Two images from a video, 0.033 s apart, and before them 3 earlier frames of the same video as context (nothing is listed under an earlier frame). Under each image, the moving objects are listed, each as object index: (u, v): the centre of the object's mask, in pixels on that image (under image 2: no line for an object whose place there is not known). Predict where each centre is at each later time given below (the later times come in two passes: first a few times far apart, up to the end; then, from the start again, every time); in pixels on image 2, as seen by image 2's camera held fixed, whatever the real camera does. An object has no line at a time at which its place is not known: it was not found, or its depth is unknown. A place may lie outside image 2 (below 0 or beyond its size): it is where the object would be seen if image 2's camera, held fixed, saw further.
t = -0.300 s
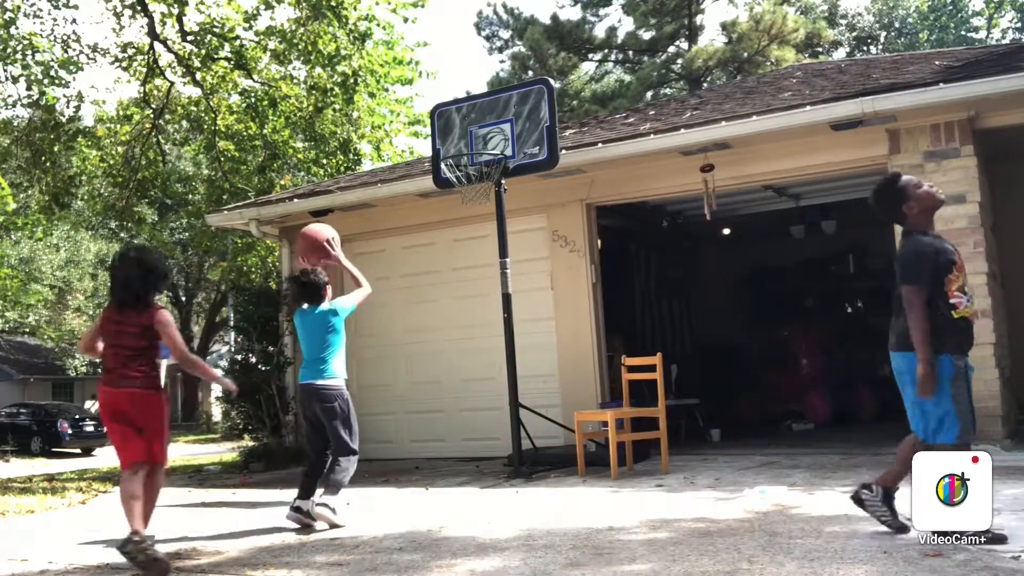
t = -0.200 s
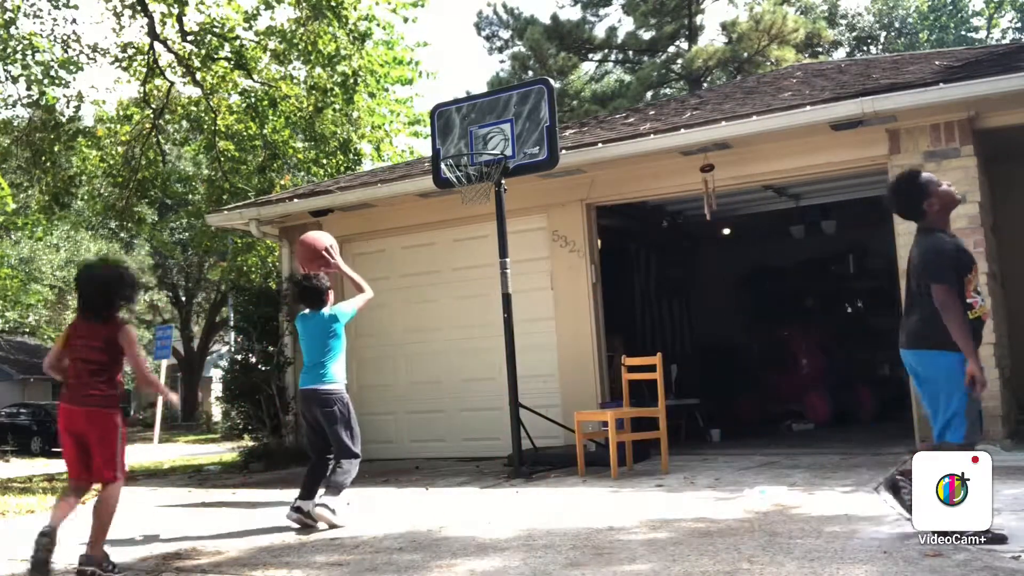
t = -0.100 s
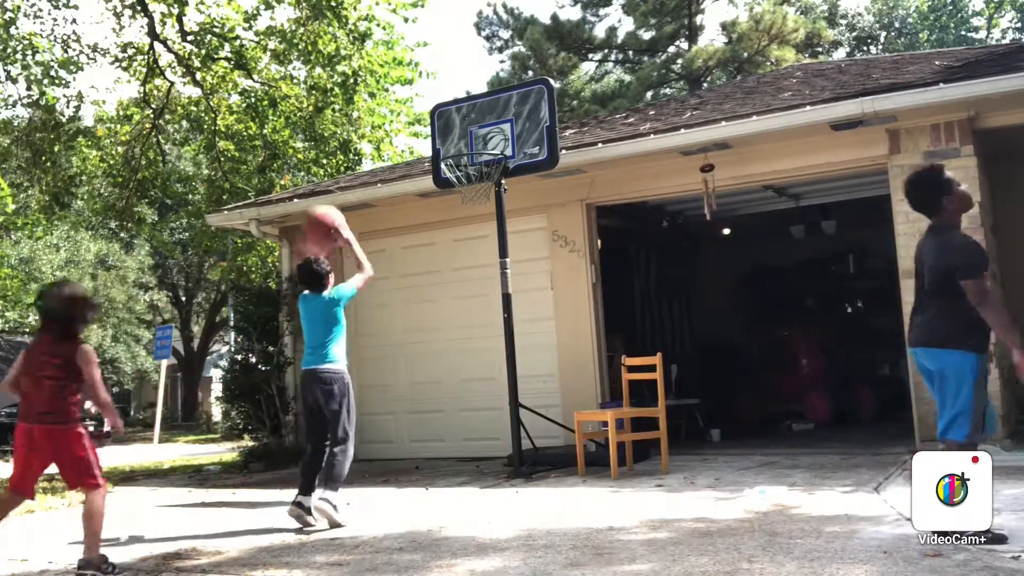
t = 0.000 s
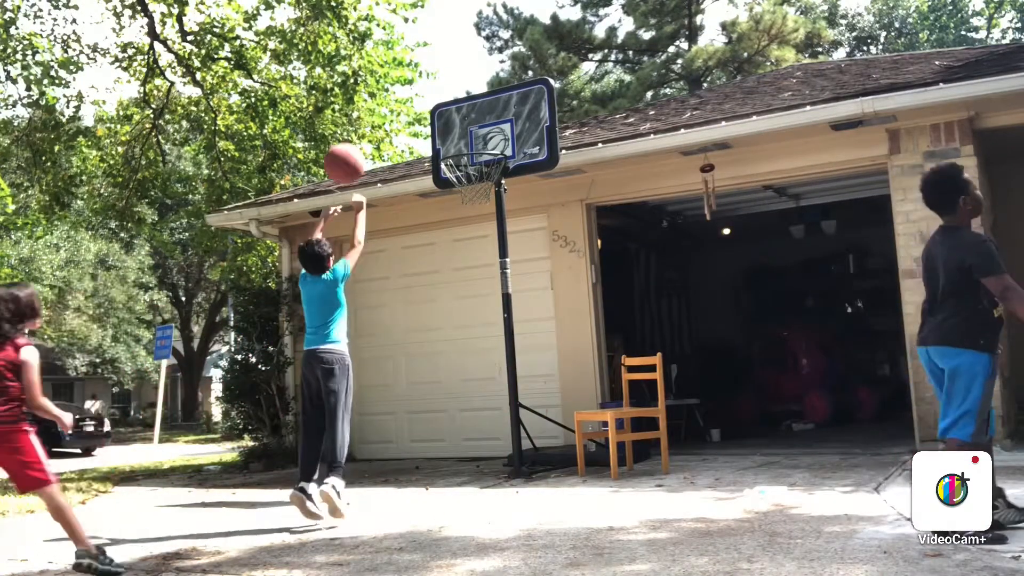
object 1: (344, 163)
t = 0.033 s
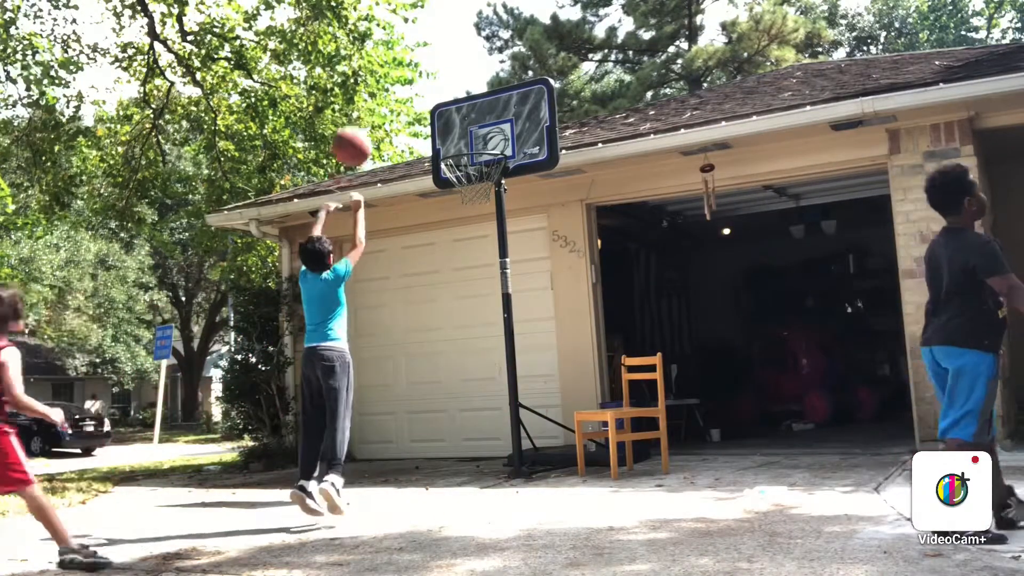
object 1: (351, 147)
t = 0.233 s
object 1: (391, 87)
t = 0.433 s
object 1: (426, 90)
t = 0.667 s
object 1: (454, 142)
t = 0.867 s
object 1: (422, 133)
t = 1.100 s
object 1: (379, 164)
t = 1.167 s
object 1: (367, 187)
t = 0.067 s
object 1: (358, 132)
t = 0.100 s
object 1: (365, 120)
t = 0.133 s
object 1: (372, 109)
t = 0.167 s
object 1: (377, 100)
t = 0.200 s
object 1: (384, 93)
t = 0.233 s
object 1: (391, 87)
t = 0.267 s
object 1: (396, 84)
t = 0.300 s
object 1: (403, 82)
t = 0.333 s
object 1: (408, 82)
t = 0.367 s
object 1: (414, 83)
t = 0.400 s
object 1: (420, 86)
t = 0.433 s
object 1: (426, 90)
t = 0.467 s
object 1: (431, 95)
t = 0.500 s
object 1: (439, 103)
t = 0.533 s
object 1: (444, 110)
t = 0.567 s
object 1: (450, 118)
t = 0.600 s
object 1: (456, 128)
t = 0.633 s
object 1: (458, 138)
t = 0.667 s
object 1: (454, 142)
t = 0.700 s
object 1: (449, 146)
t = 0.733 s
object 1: (446, 144)
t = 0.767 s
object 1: (440, 141)
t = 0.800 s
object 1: (434, 136)
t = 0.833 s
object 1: (428, 134)
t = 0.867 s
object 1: (422, 133)
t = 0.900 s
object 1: (414, 134)
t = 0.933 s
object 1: (409, 135)
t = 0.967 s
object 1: (402, 138)
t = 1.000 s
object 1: (396, 143)
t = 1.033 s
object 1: (390, 149)
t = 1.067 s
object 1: (384, 156)
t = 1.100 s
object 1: (379, 164)
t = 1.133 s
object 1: (373, 176)
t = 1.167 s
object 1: (367, 187)
